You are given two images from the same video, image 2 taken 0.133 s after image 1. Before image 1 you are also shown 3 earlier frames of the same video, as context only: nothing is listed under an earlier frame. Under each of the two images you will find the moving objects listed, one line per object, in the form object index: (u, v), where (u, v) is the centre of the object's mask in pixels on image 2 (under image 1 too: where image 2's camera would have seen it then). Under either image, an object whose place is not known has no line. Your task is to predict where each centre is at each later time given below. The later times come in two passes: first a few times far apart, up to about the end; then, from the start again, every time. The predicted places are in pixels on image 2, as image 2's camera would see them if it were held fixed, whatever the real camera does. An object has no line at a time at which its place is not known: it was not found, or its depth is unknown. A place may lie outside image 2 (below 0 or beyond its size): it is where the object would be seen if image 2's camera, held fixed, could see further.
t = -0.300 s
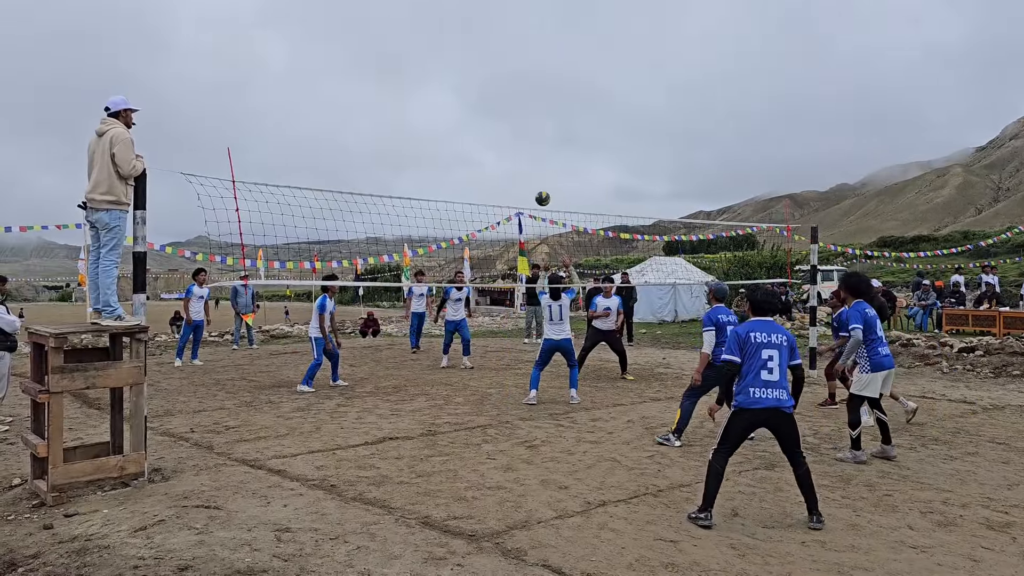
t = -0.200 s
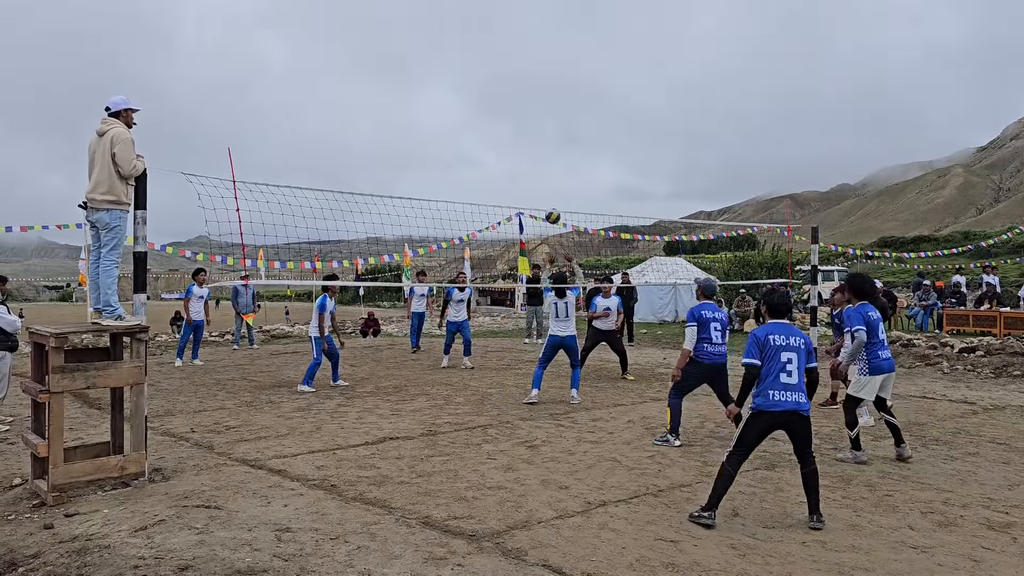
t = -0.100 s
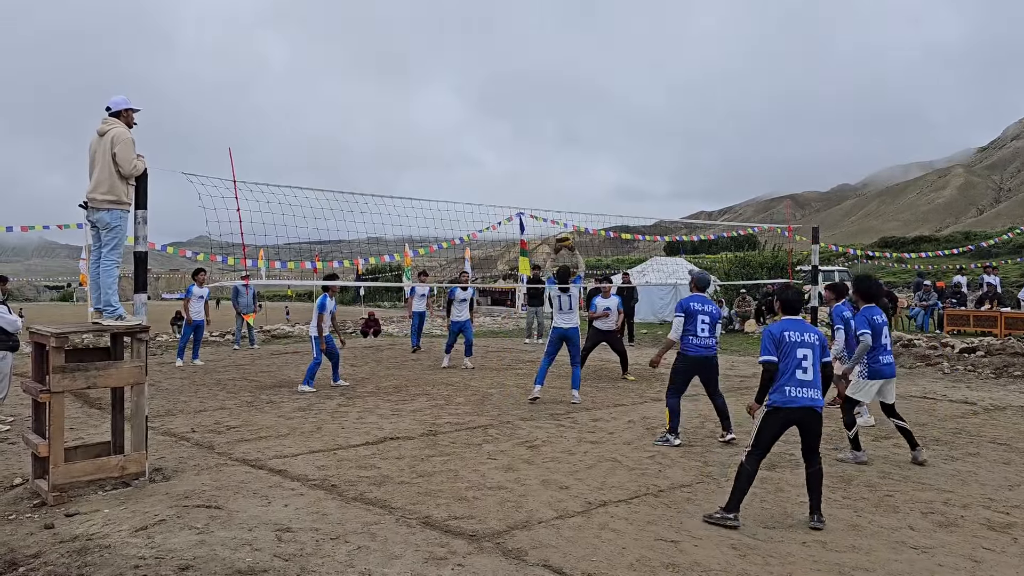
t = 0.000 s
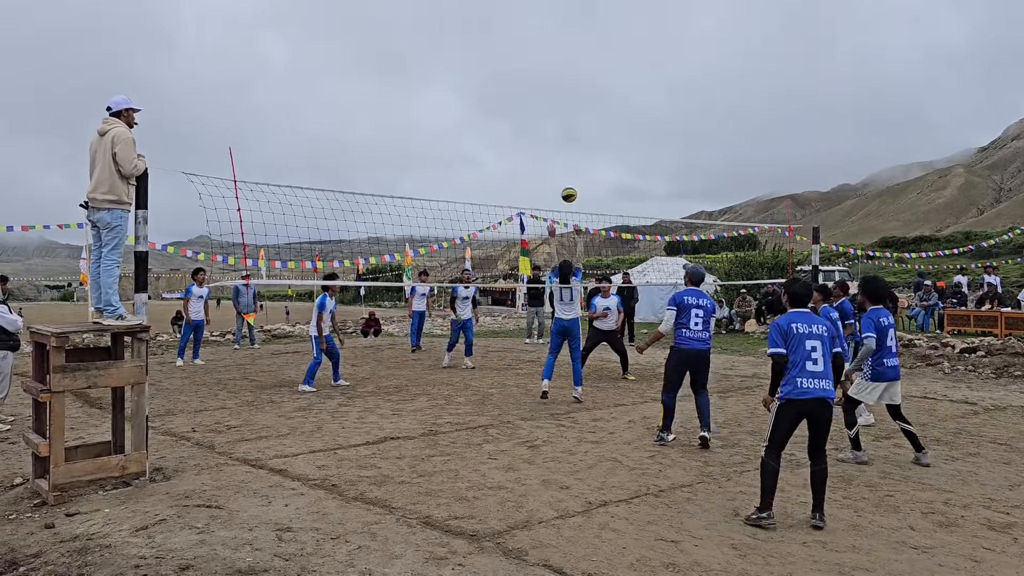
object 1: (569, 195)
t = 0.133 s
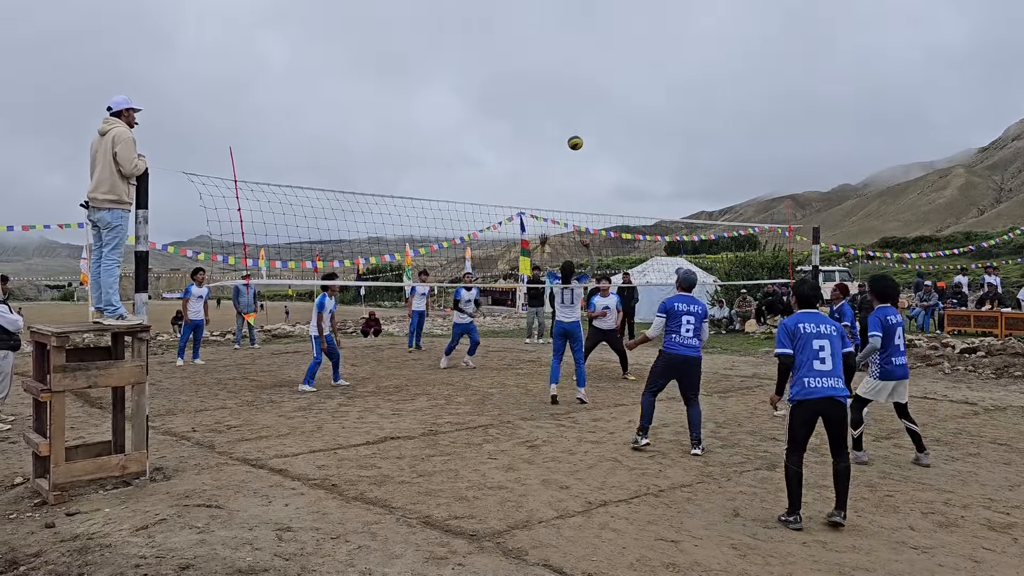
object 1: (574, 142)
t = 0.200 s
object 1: (577, 122)
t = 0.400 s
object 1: (584, 84)
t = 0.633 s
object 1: (592, 75)
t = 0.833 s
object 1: (598, 96)
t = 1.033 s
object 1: (602, 142)
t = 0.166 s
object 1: (576, 132)
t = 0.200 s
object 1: (577, 122)
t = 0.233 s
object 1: (578, 114)
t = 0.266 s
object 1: (580, 106)
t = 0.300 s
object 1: (581, 99)
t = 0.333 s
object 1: (582, 93)
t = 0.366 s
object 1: (583, 88)
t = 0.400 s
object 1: (584, 84)
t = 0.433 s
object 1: (585, 80)
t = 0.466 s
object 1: (586, 77)
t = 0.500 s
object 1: (587, 75)
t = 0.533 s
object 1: (589, 74)
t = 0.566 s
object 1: (591, 74)
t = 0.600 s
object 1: (592, 74)
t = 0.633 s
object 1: (592, 75)
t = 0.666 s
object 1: (593, 77)
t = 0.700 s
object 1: (593, 80)
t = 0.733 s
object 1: (595, 83)
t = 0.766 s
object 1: (596, 87)
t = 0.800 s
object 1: (597, 91)
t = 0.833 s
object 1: (598, 96)
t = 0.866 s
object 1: (598, 102)
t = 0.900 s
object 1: (599, 109)
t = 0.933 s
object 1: (600, 117)
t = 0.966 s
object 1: (601, 124)
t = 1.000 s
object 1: (602, 133)
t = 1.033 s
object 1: (602, 142)
